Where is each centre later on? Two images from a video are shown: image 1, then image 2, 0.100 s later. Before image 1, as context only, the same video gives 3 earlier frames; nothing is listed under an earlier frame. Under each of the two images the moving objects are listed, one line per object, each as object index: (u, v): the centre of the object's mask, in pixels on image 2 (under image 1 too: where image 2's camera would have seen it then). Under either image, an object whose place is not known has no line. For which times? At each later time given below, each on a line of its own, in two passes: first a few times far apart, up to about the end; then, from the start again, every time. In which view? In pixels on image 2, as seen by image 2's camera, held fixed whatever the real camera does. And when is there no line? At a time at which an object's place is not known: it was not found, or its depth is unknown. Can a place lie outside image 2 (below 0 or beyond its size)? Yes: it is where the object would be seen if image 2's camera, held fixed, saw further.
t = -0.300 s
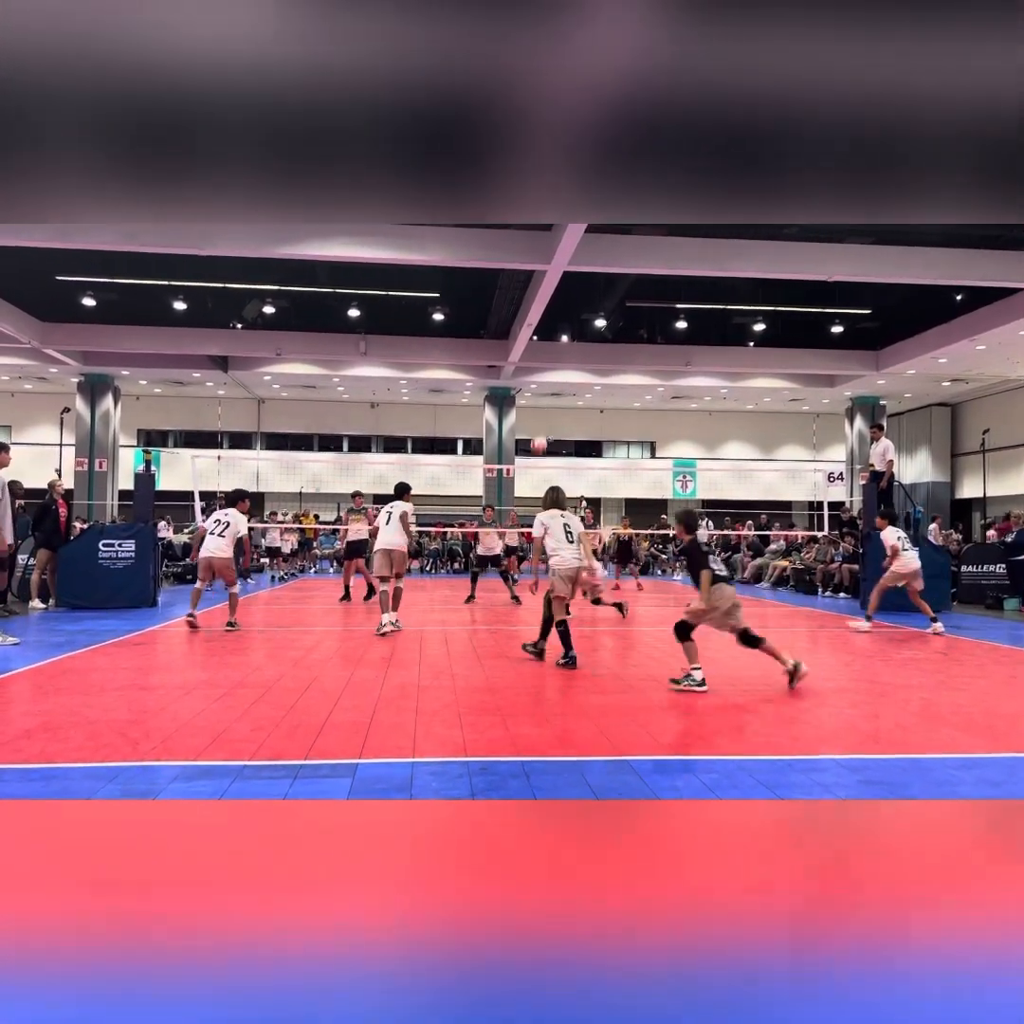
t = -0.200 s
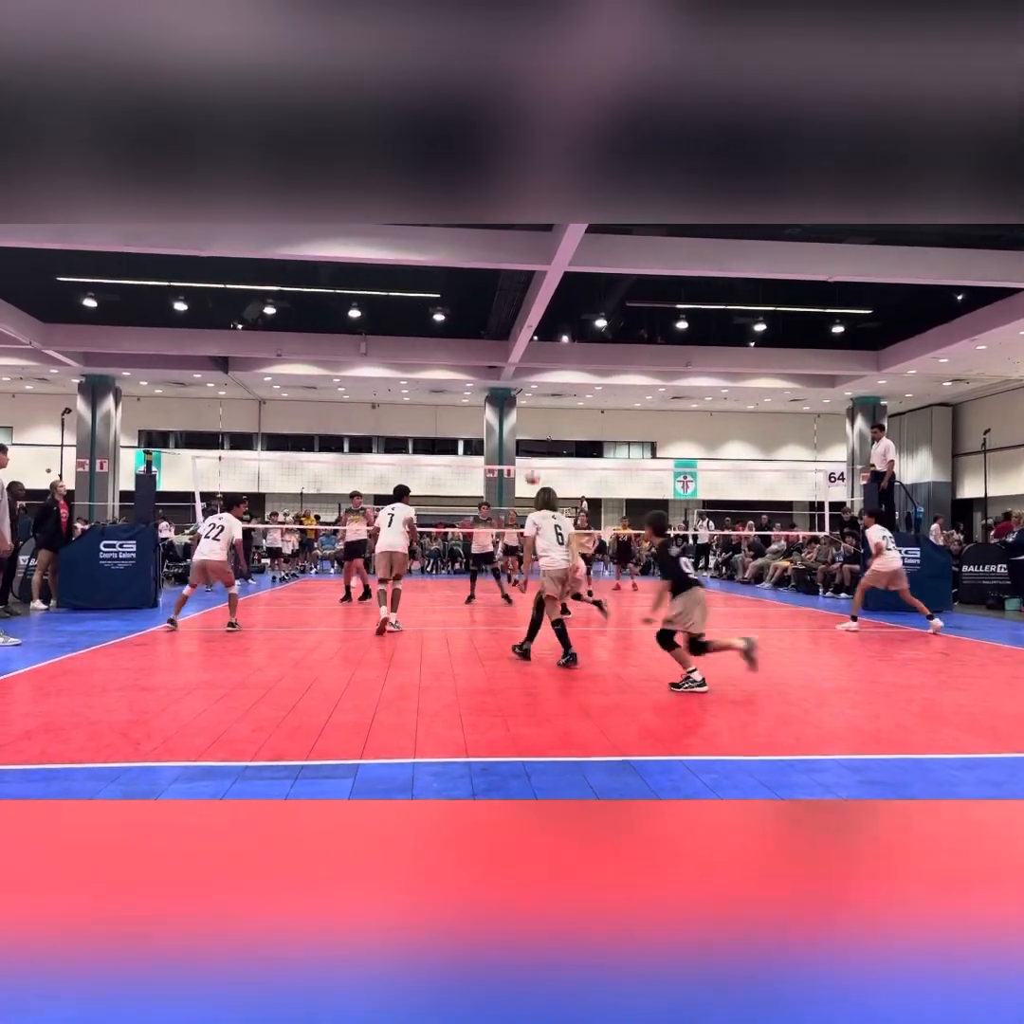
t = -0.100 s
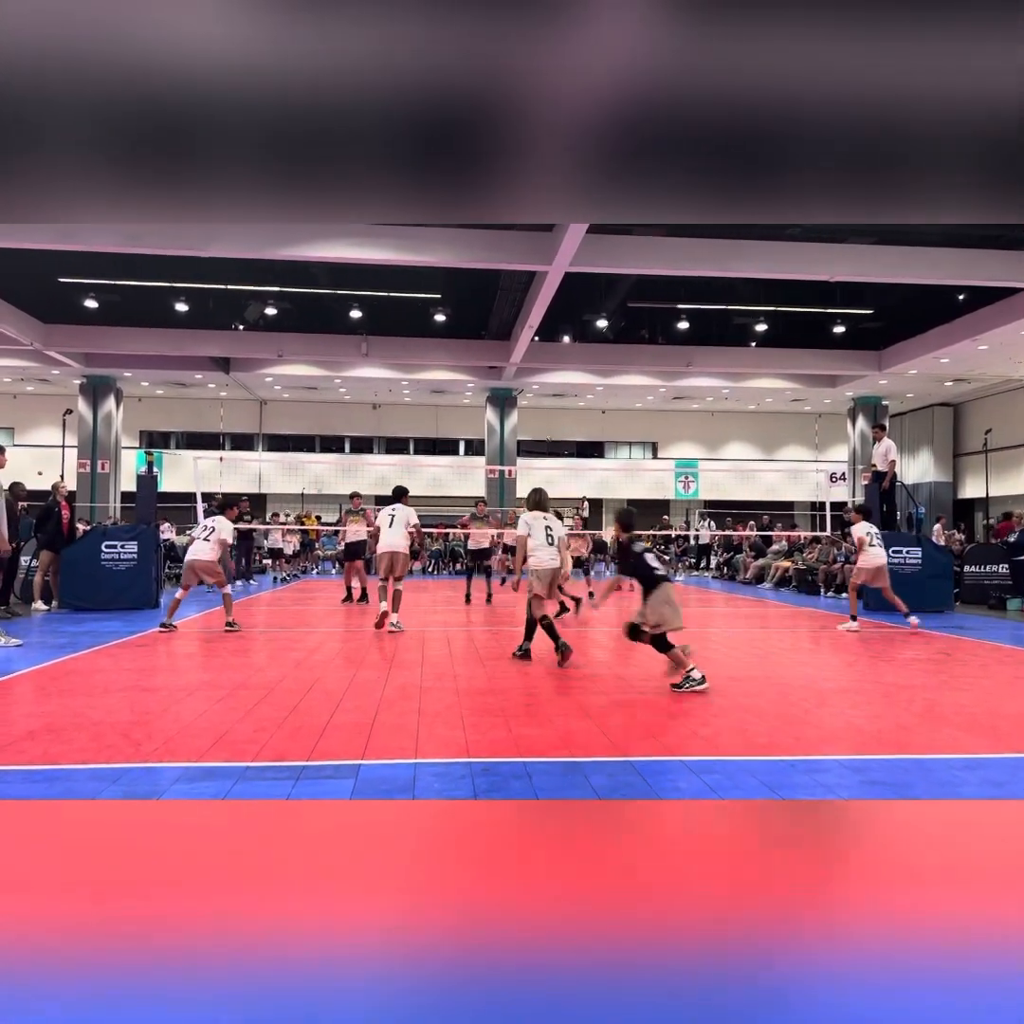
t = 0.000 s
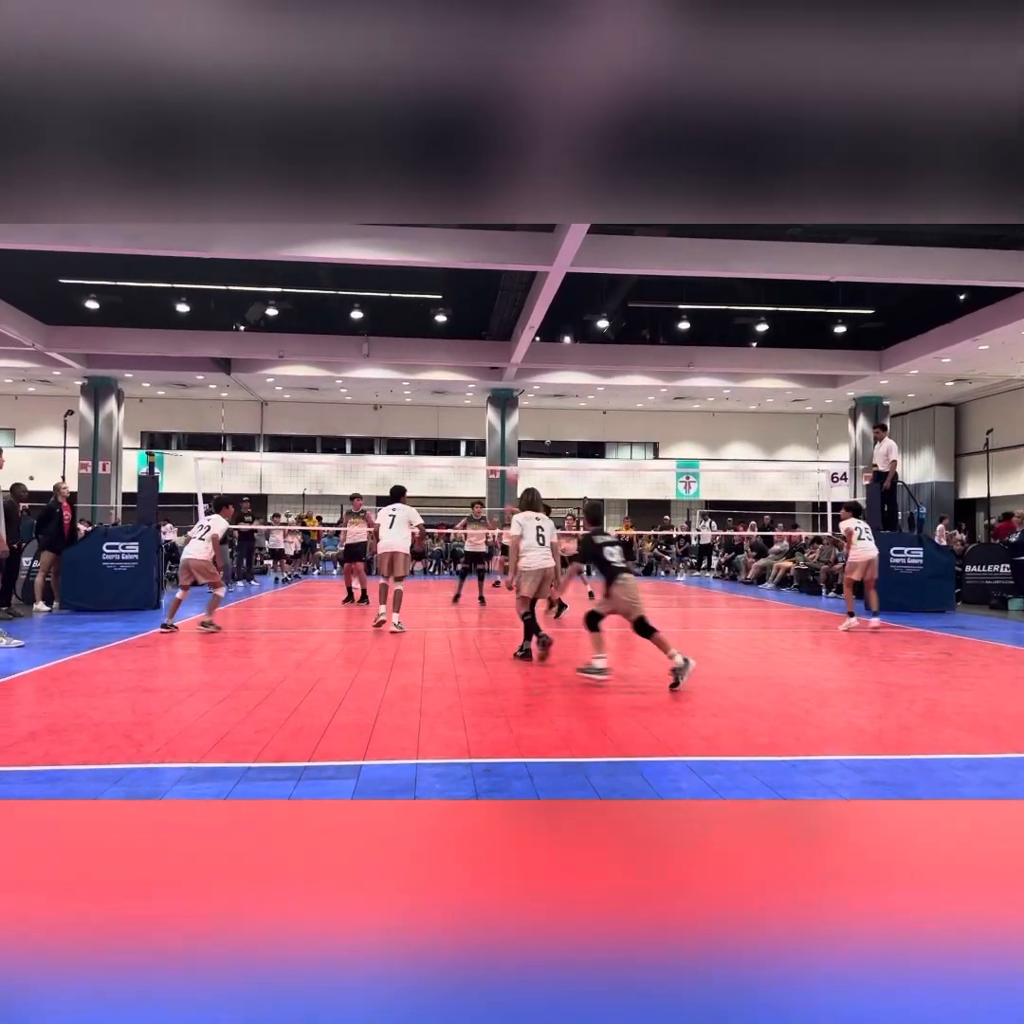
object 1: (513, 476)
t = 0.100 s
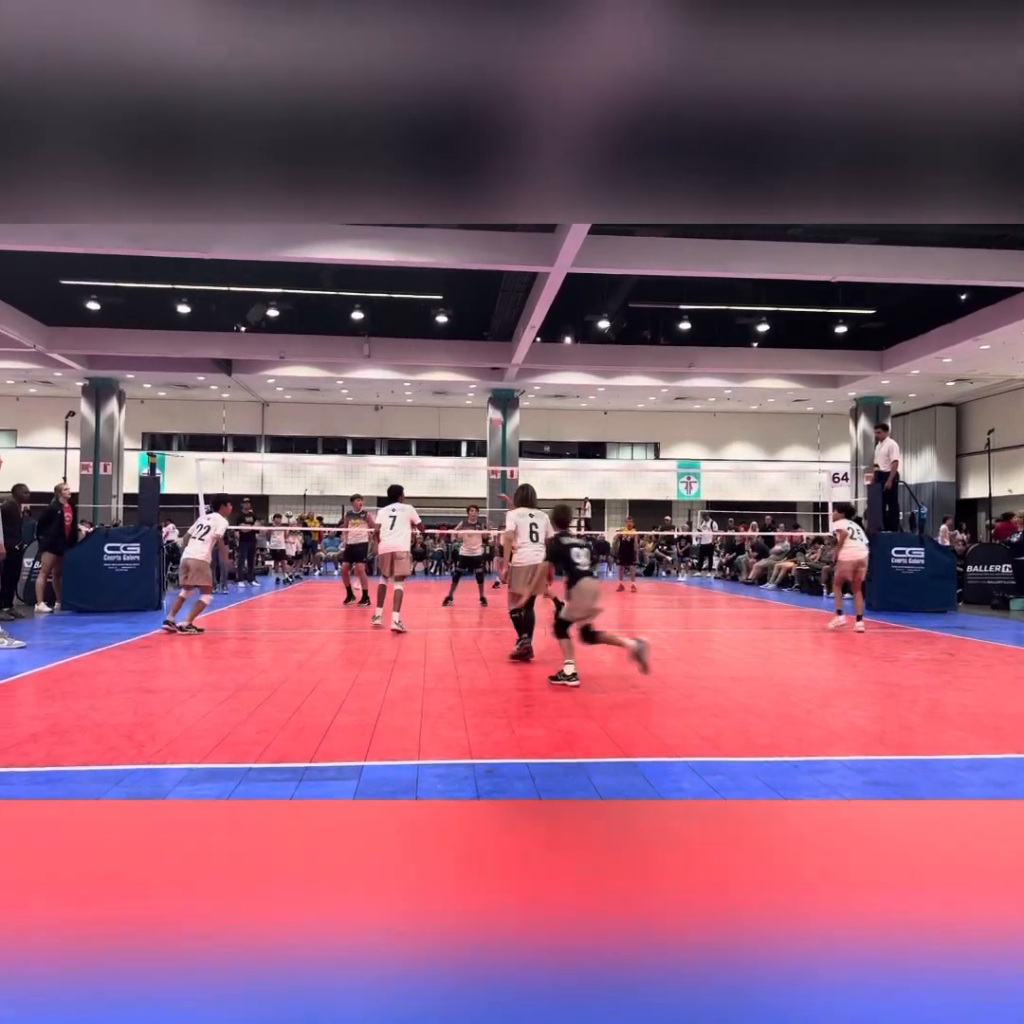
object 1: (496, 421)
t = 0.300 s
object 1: (464, 334)
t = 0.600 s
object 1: (419, 269)
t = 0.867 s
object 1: (379, 266)
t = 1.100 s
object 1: (346, 303)
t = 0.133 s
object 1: (491, 401)
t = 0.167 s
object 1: (484, 385)
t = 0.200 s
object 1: (479, 372)
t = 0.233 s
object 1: (474, 359)
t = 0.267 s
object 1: (469, 346)
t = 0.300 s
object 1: (464, 334)
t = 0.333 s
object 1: (459, 324)
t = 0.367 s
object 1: (454, 314)
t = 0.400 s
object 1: (449, 306)
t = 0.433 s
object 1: (444, 297)
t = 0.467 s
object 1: (438, 290)
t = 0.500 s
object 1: (433, 284)
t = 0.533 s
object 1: (428, 278)
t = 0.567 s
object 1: (423, 273)
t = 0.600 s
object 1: (419, 269)
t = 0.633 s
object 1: (413, 266)
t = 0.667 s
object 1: (409, 263)
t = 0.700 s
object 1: (404, 262)
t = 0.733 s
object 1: (399, 260)
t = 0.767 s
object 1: (394, 261)
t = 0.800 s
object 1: (389, 262)
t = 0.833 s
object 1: (384, 263)
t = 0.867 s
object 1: (379, 266)
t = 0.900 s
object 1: (374, 268)
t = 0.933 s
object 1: (370, 272)
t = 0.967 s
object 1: (365, 276)
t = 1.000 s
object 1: (360, 281)
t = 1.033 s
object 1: (355, 287)
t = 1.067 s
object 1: (350, 295)
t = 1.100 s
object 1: (346, 303)
